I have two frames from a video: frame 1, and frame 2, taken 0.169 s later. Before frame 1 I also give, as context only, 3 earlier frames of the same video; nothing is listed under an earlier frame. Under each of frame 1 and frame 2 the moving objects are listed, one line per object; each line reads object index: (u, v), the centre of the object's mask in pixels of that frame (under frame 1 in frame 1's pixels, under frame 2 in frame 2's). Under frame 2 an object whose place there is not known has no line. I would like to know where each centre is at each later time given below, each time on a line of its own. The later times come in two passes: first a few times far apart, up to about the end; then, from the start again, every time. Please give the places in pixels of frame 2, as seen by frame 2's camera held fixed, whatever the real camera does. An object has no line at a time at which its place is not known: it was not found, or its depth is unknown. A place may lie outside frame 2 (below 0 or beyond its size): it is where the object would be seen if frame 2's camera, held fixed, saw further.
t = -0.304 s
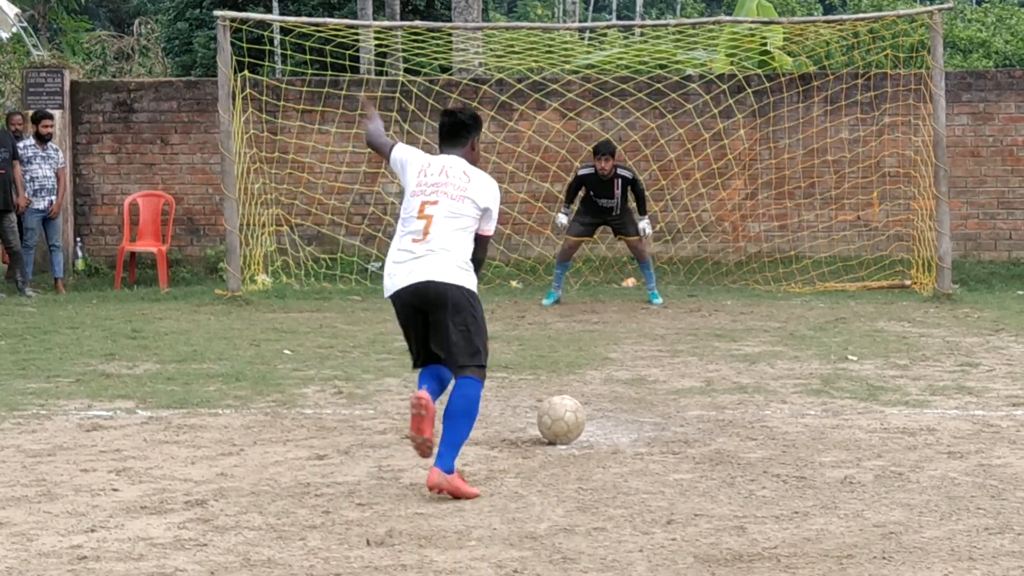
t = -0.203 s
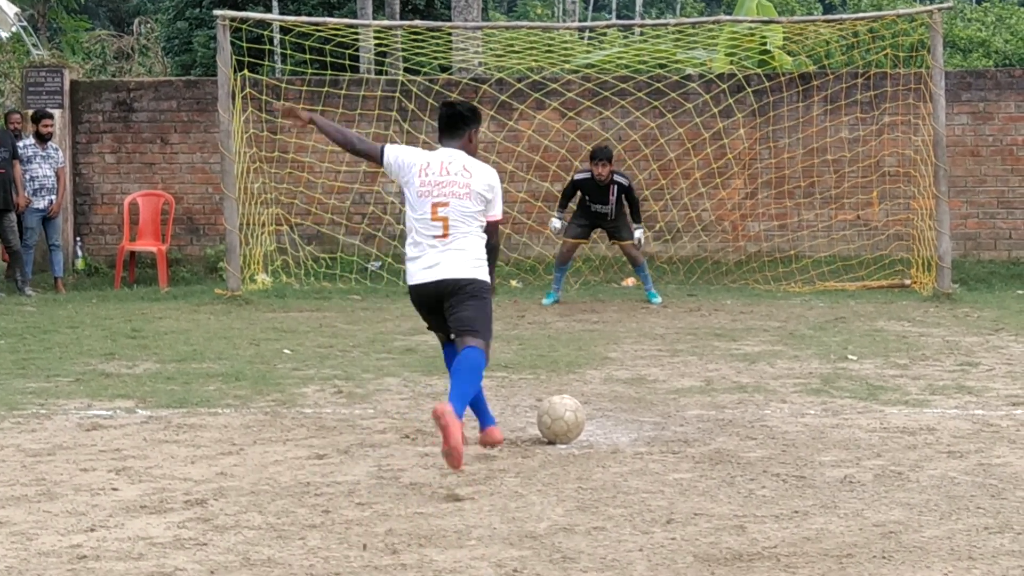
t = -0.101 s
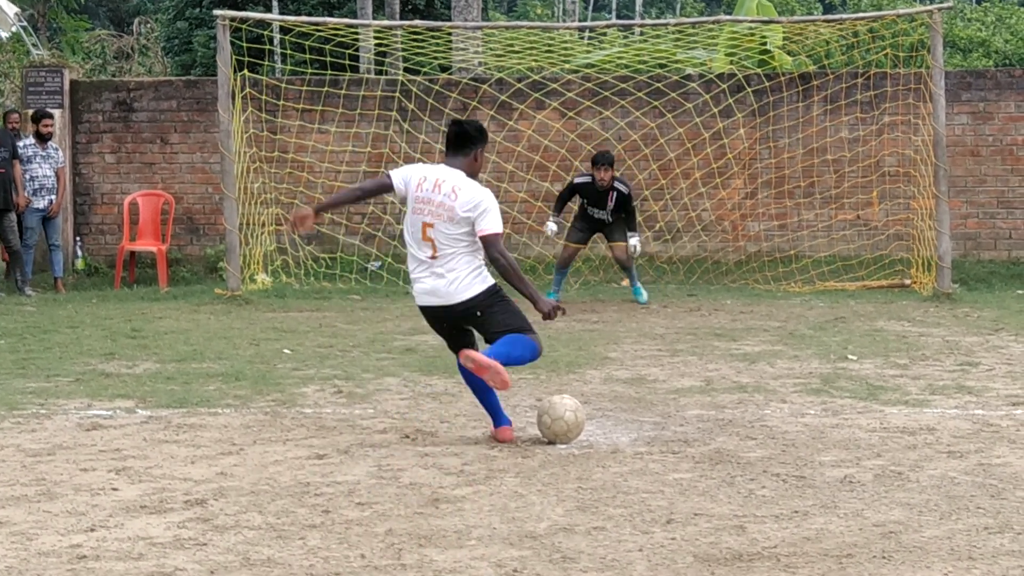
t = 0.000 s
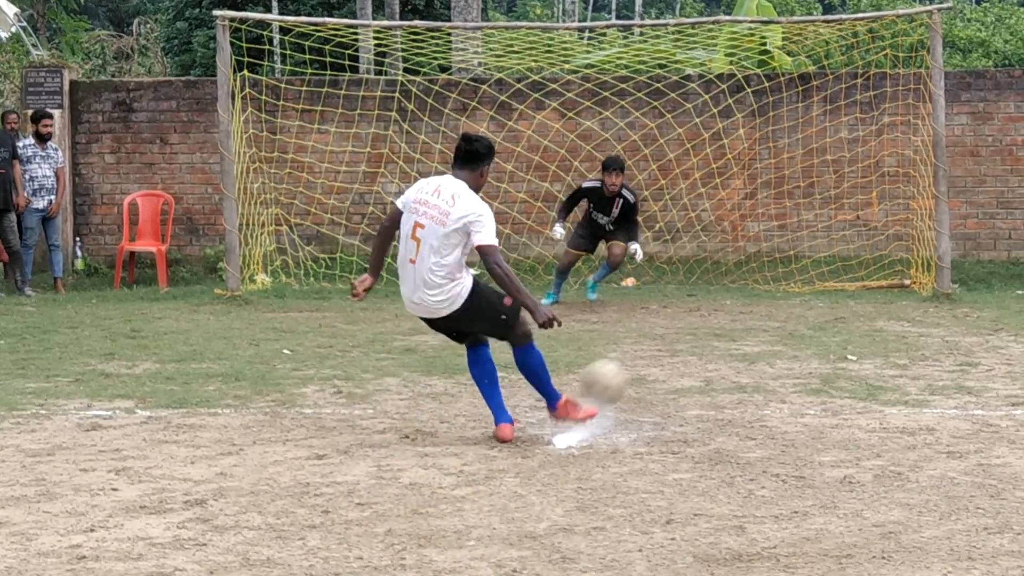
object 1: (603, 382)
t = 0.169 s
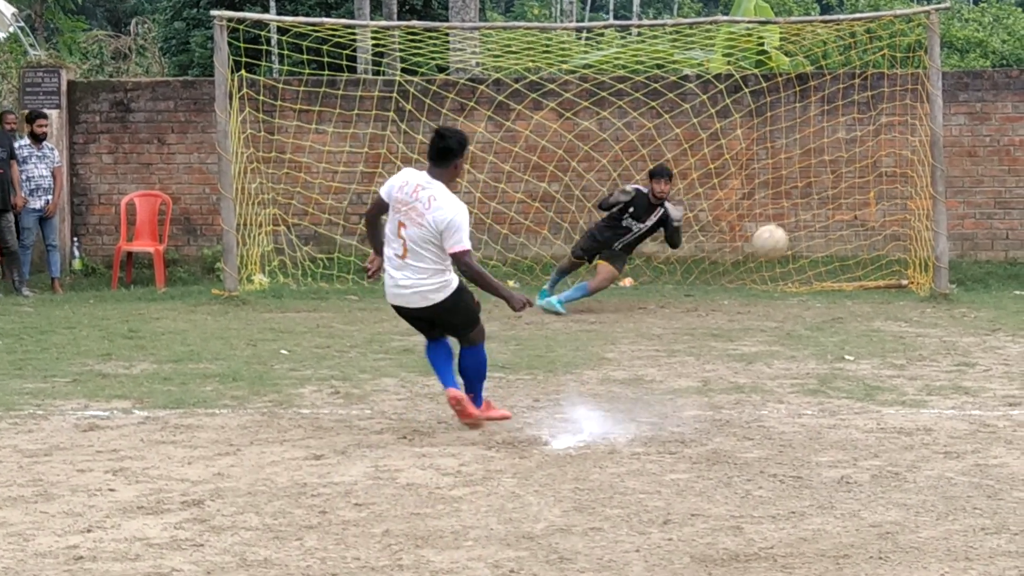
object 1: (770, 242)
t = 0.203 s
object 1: (793, 223)
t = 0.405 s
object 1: (889, 154)
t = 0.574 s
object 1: (883, 181)
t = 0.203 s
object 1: (793, 223)
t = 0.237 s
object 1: (813, 208)
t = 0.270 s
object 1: (832, 194)
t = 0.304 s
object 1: (848, 181)
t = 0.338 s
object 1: (863, 170)
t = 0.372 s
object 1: (877, 162)
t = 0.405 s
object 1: (889, 154)
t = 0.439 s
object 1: (897, 149)
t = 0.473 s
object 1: (901, 148)
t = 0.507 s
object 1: (898, 154)
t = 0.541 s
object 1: (892, 167)
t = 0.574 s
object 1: (883, 181)
